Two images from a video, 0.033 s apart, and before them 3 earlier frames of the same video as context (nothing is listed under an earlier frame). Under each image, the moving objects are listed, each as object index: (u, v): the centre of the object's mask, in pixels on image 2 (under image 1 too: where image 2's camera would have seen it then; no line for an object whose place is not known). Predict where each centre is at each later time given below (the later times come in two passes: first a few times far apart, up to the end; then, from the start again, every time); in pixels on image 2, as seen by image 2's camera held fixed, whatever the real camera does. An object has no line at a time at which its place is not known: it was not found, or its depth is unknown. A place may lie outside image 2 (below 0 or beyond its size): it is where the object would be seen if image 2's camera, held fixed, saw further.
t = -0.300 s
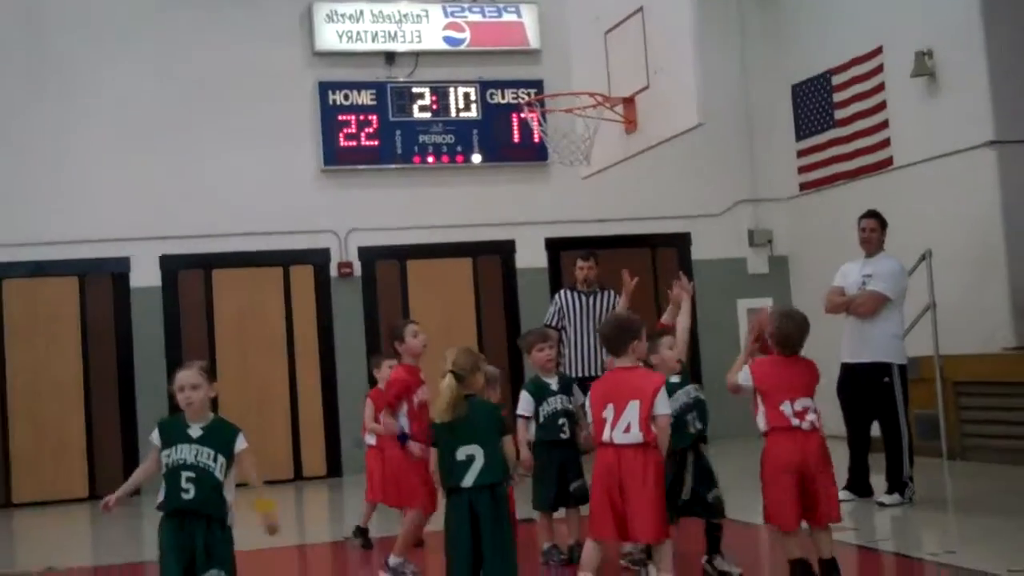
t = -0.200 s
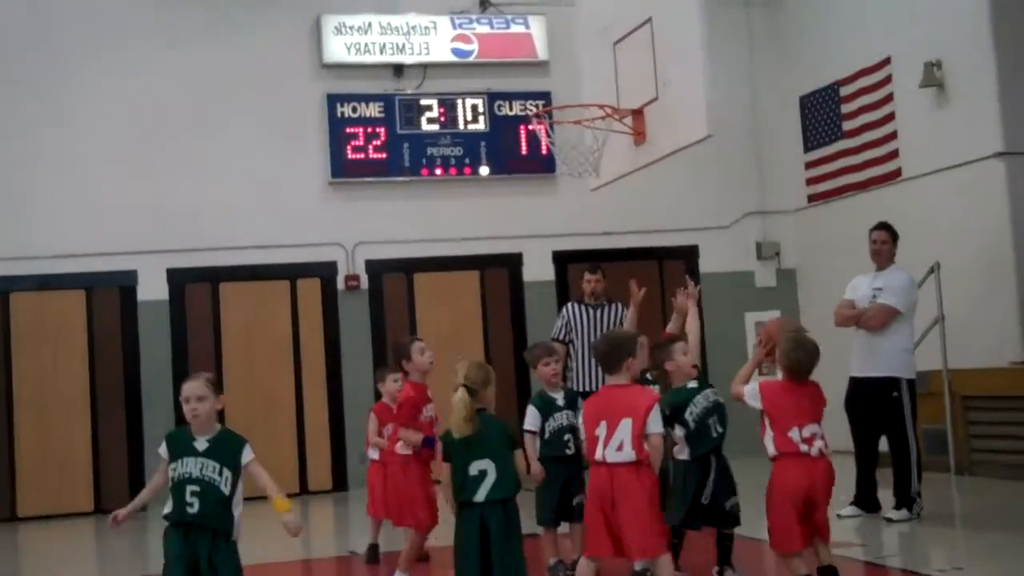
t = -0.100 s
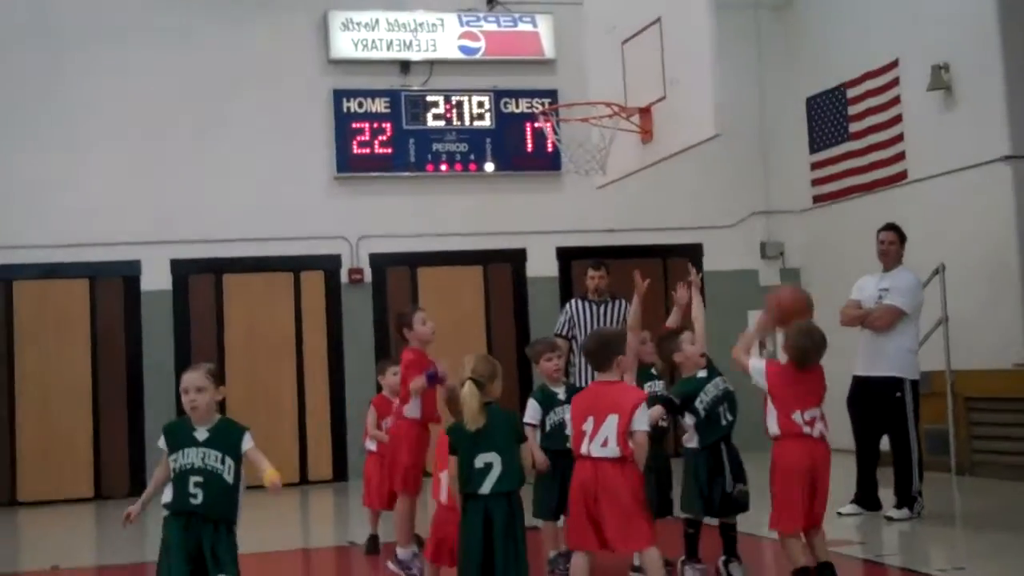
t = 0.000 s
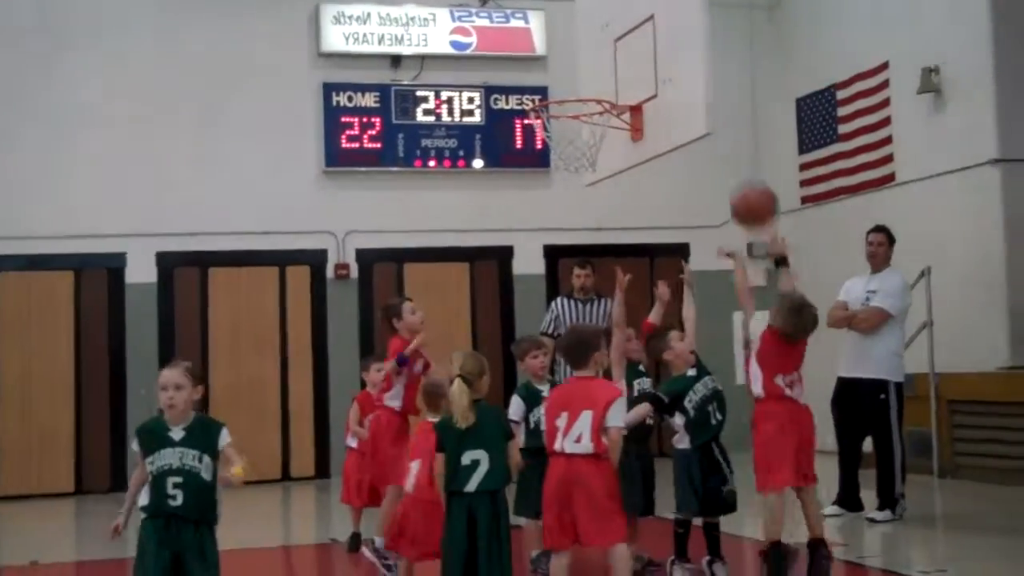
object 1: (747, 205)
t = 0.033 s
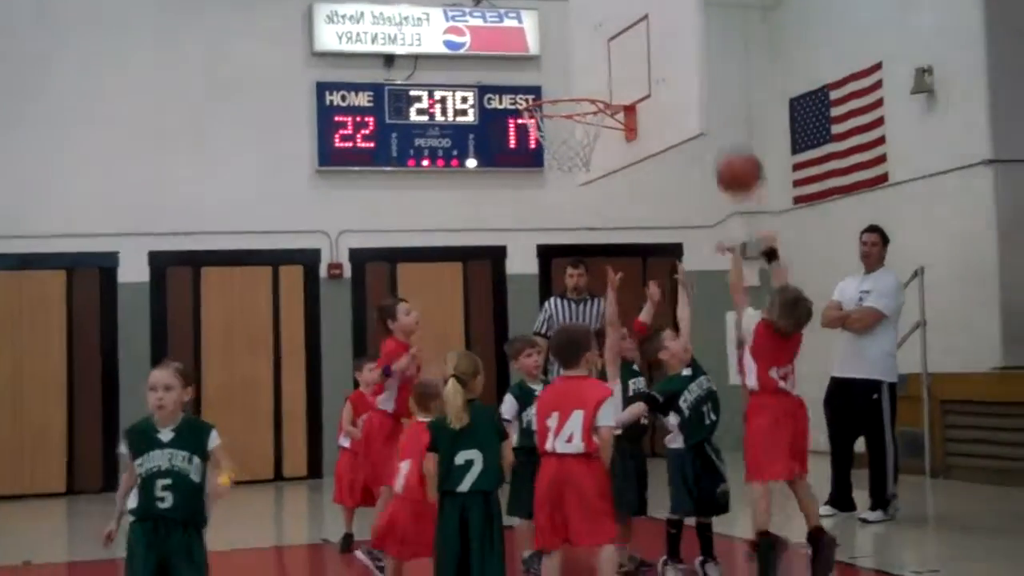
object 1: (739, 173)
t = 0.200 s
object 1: (696, 45)
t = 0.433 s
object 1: (634, 2)
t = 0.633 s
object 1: (581, 51)
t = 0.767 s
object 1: (550, 132)
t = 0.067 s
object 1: (730, 141)
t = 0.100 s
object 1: (720, 113)
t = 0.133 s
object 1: (712, 88)
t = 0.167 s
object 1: (702, 66)
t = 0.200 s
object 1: (696, 45)
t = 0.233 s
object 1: (688, 28)
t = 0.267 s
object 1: (679, 18)
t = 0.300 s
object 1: (671, 9)
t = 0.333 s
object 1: (661, 3)
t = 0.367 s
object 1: (651, 1)
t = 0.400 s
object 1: (642, 0)
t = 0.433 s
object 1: (634, 2)
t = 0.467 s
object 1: (625, 6)
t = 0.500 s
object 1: (616, 10)
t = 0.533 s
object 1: (607, 15)
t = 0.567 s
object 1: (598, 25)
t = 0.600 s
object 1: (589, 37)
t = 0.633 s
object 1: (581, 51)
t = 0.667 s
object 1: (573, 68)
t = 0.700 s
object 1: (565, 87)
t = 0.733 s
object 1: (557, 108)
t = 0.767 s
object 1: (550, 132)
